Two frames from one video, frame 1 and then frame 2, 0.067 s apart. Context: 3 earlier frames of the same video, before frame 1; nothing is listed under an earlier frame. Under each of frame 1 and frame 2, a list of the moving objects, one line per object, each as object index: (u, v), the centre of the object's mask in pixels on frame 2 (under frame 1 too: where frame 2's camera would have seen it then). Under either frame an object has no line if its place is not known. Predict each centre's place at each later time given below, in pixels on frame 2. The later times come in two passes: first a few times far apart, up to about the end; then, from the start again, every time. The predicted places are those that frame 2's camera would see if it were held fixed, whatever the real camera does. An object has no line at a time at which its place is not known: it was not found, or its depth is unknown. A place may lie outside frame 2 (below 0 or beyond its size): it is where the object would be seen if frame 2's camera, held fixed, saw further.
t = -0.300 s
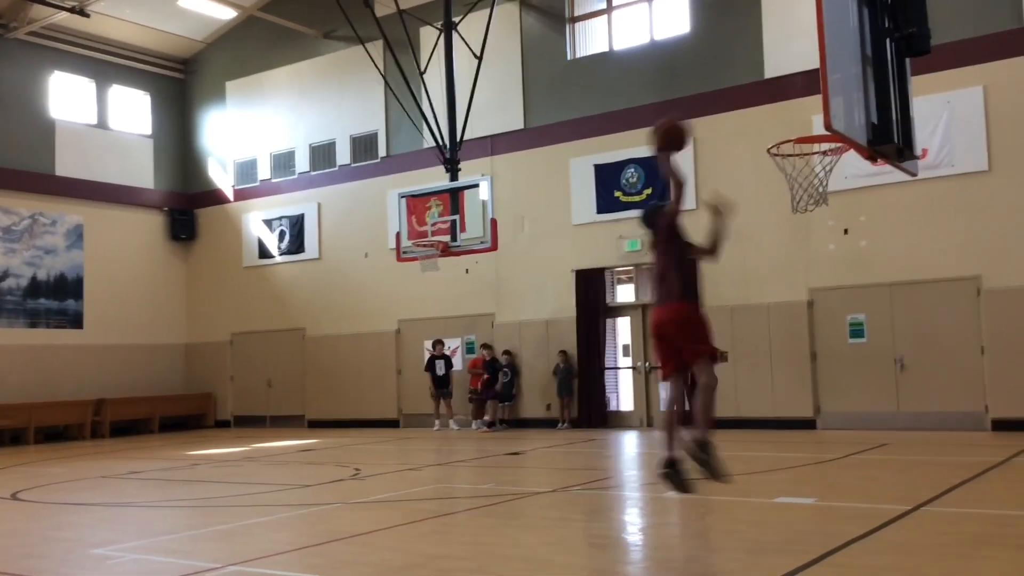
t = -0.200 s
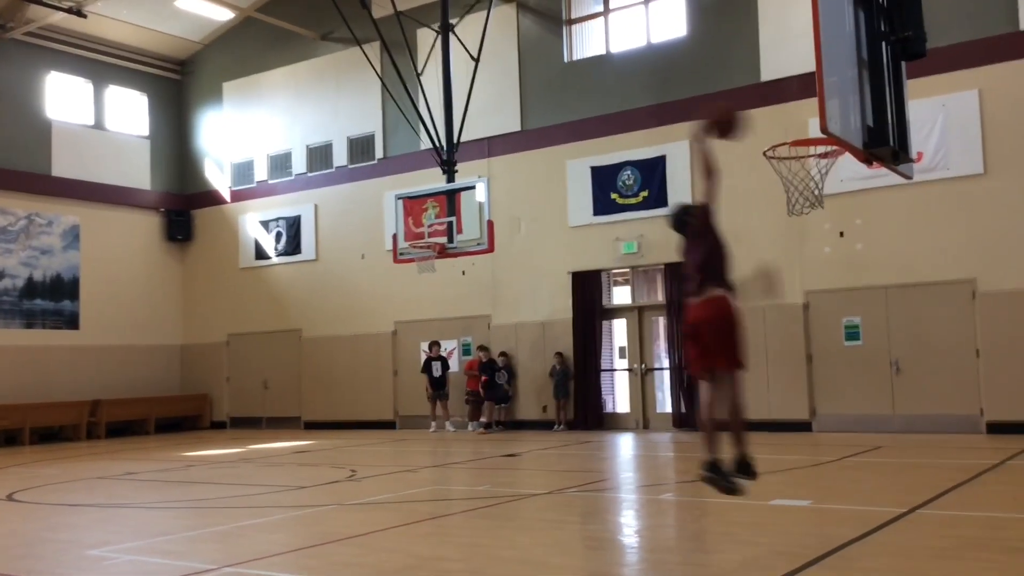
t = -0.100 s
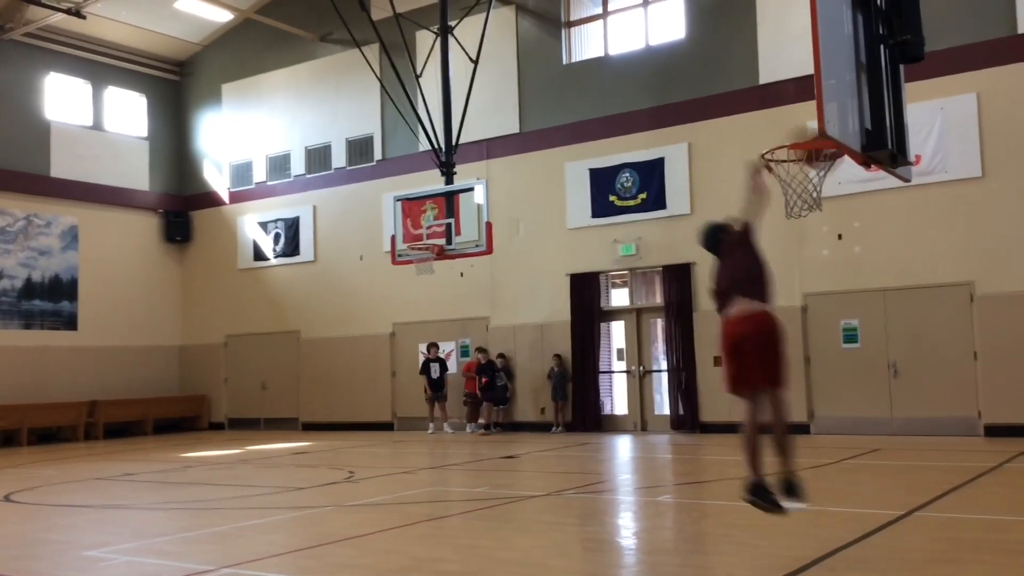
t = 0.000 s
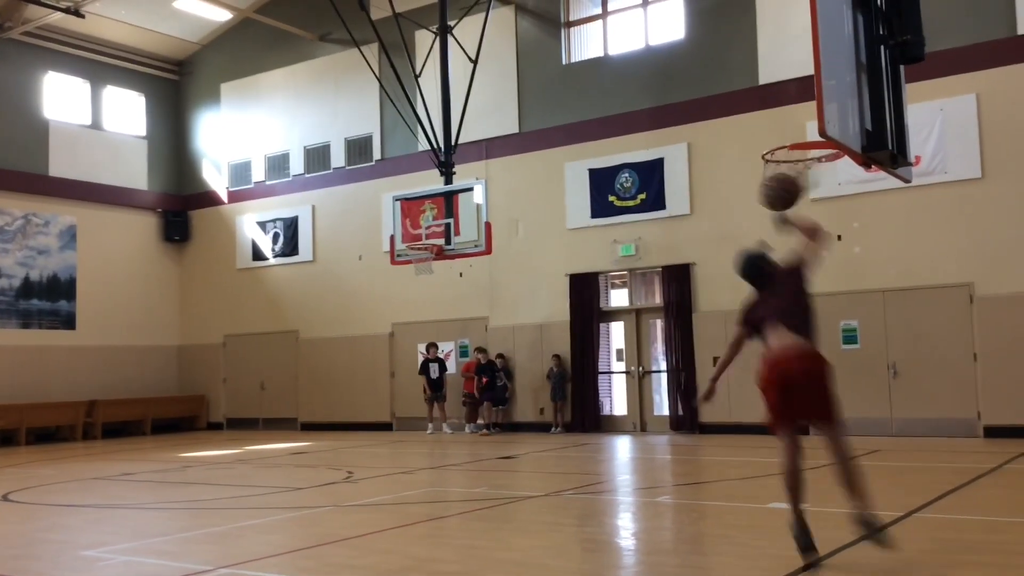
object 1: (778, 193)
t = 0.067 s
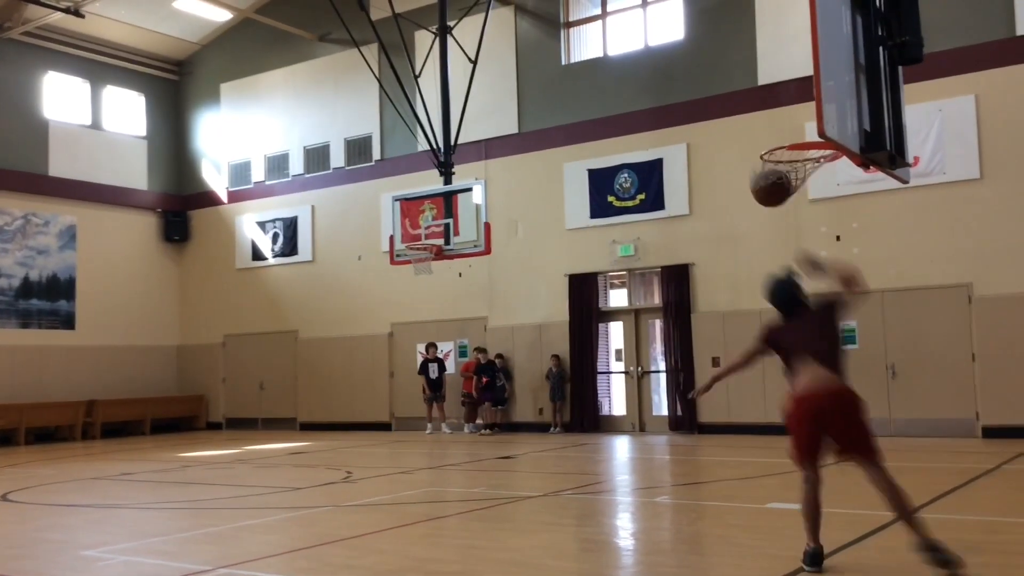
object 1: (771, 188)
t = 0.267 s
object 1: (763, 207)
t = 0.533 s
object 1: (760, 332)
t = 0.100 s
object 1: (769, 185)
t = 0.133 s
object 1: (768, 189)
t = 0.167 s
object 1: (767, 190)
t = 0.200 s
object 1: (765, 194)
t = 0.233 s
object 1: (764, 200)
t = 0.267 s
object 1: (763, 207)
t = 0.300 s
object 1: (762, 216)
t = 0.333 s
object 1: (762, 226)
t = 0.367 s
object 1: (760, 239)
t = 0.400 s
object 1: (760, 253)
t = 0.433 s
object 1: (759, 270)
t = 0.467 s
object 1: (759, 288)
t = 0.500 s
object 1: (758, 310)
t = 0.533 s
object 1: (760, 332)
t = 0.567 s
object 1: (762, 358)
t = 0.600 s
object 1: (762, 384)
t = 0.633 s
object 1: (762, 411)
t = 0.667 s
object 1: (764, 446)
